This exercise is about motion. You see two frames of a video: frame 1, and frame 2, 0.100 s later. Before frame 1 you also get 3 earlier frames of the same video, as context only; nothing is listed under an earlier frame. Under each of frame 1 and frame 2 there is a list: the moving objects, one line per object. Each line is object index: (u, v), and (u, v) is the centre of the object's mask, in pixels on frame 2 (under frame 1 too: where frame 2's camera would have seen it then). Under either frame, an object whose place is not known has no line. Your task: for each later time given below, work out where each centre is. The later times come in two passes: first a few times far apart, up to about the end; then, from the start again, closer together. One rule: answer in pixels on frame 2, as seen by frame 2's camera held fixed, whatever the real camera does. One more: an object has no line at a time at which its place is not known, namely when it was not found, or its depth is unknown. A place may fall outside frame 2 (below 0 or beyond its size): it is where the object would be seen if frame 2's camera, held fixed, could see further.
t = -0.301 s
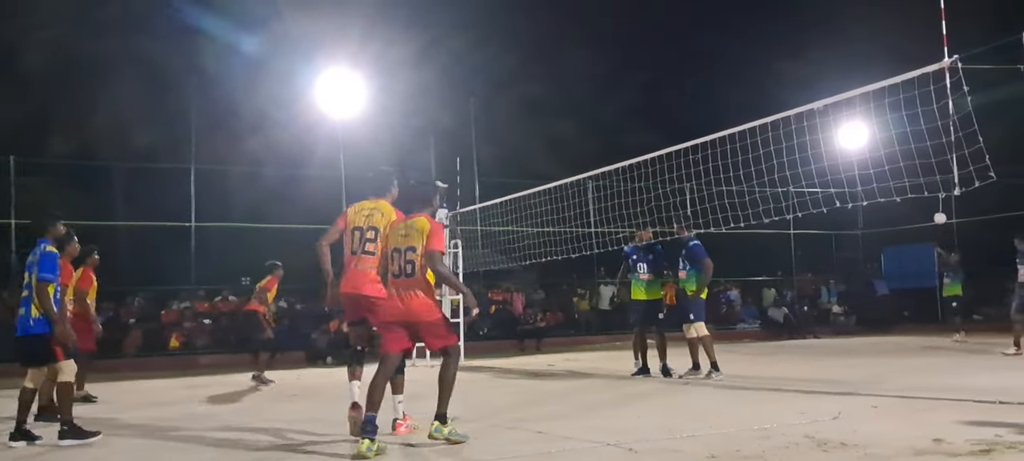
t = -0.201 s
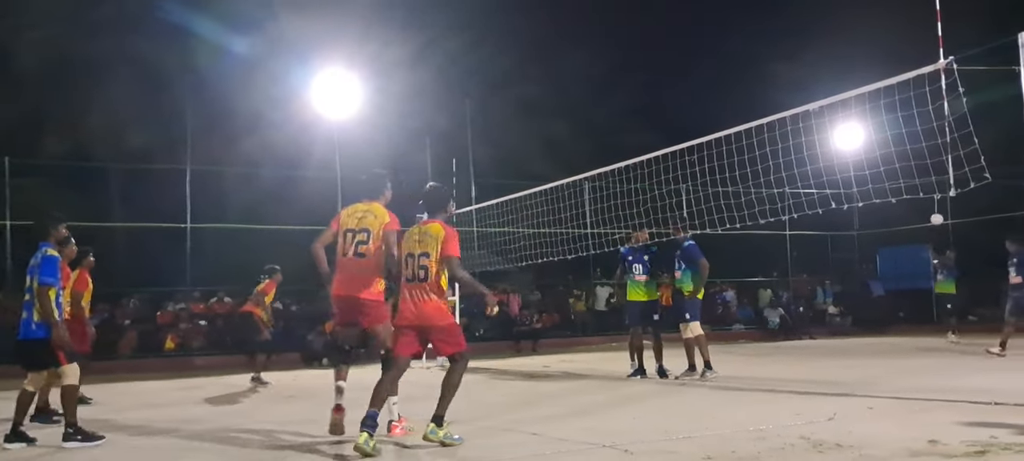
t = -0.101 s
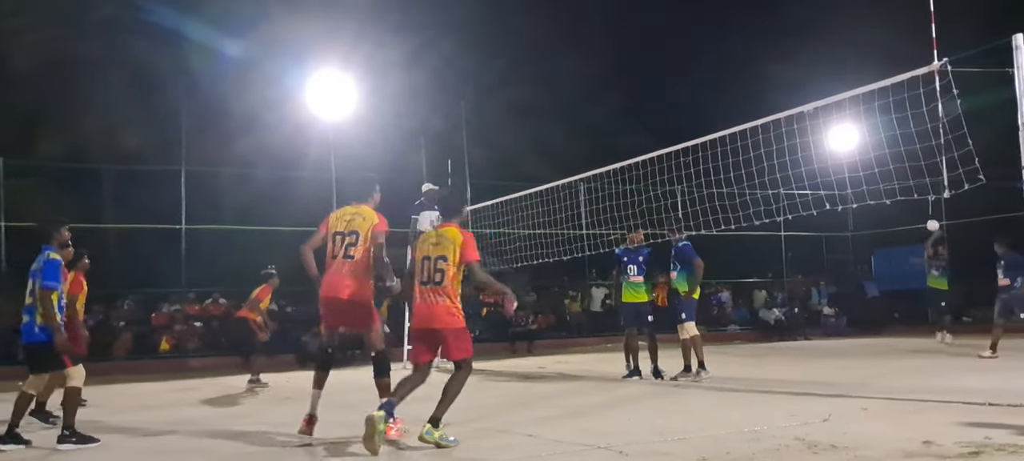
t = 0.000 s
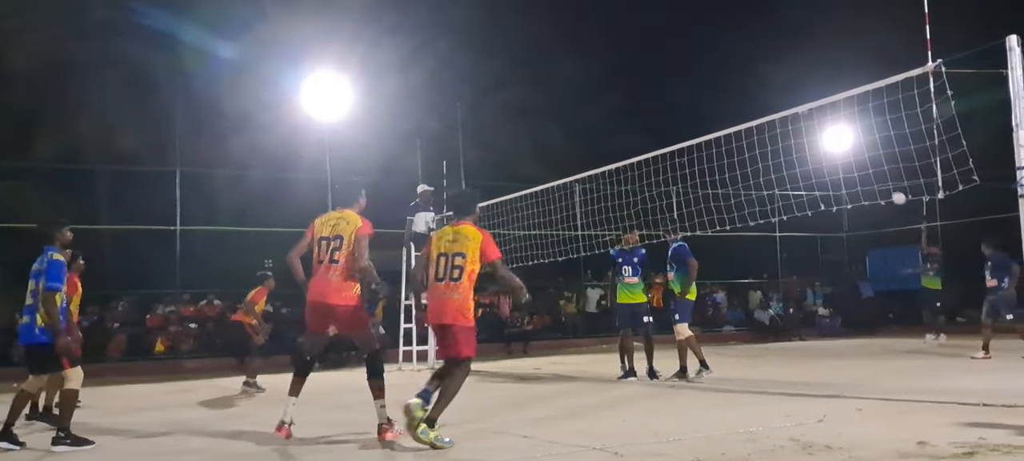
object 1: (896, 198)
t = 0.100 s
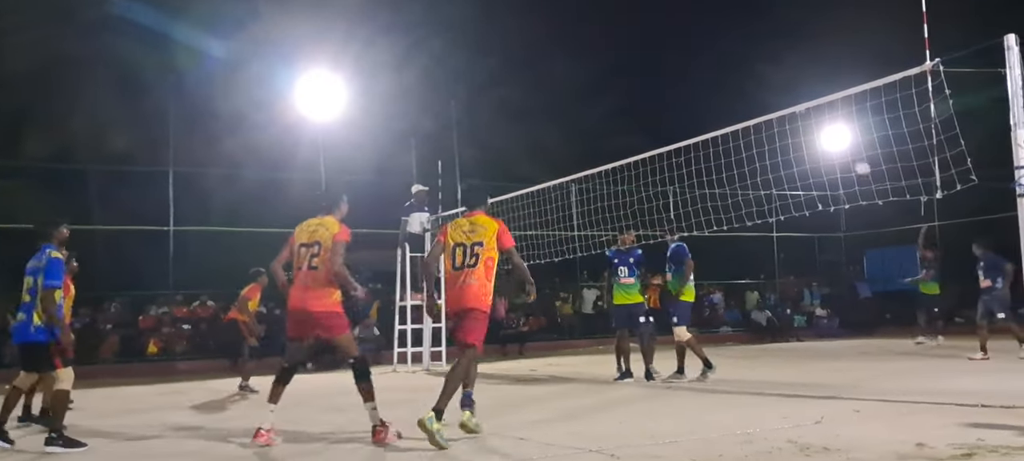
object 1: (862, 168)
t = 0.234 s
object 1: (811, 133)
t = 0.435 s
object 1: (730, 97)
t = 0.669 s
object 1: (610, 84)
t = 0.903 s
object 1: (457, 117)
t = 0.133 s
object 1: (851, 159)
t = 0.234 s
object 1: (811, 133)
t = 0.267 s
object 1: (800, 127)
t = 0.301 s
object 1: (787, 120)
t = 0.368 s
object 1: (759, 107)
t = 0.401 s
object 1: (744, 101)
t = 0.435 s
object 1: (730, 97)
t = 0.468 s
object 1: (714, 93)
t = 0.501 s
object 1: (698, 89)
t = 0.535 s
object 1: (682, 87)
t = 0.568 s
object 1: (665, 85)
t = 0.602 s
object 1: (648, 84)
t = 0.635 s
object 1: (629, 84)
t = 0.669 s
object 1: (610, 84)
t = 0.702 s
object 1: (591, 86)
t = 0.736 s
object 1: (571, 88)
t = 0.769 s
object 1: (550, 92)
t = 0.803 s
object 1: (528, 96)
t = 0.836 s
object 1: (505, 102)
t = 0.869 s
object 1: (481, 109)
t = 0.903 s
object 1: (457, 117)
